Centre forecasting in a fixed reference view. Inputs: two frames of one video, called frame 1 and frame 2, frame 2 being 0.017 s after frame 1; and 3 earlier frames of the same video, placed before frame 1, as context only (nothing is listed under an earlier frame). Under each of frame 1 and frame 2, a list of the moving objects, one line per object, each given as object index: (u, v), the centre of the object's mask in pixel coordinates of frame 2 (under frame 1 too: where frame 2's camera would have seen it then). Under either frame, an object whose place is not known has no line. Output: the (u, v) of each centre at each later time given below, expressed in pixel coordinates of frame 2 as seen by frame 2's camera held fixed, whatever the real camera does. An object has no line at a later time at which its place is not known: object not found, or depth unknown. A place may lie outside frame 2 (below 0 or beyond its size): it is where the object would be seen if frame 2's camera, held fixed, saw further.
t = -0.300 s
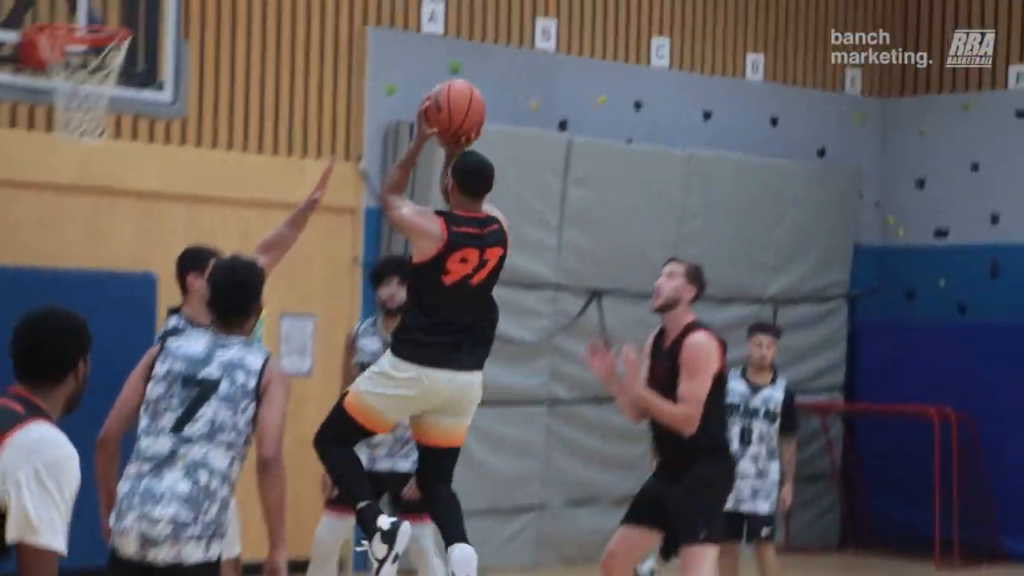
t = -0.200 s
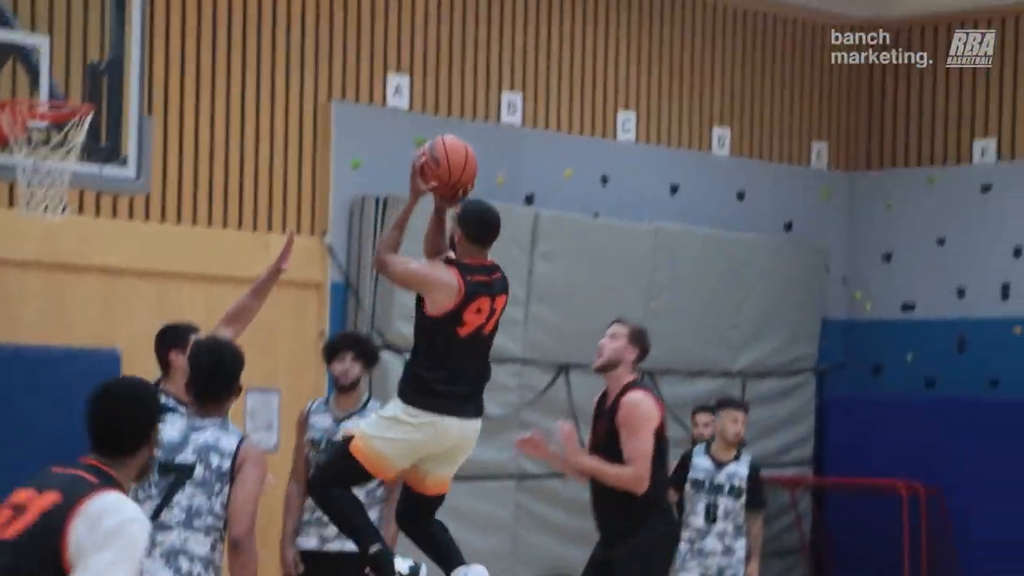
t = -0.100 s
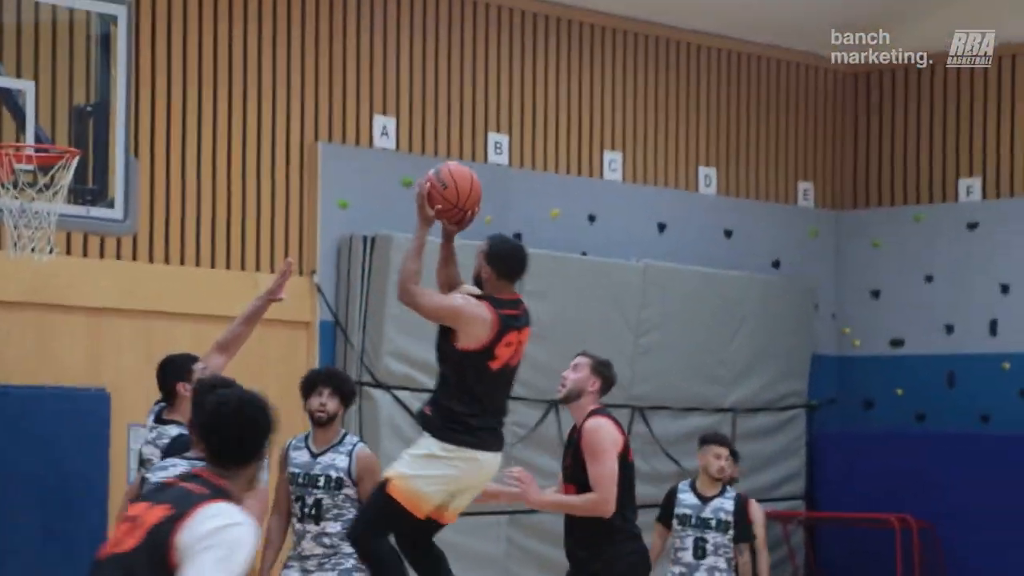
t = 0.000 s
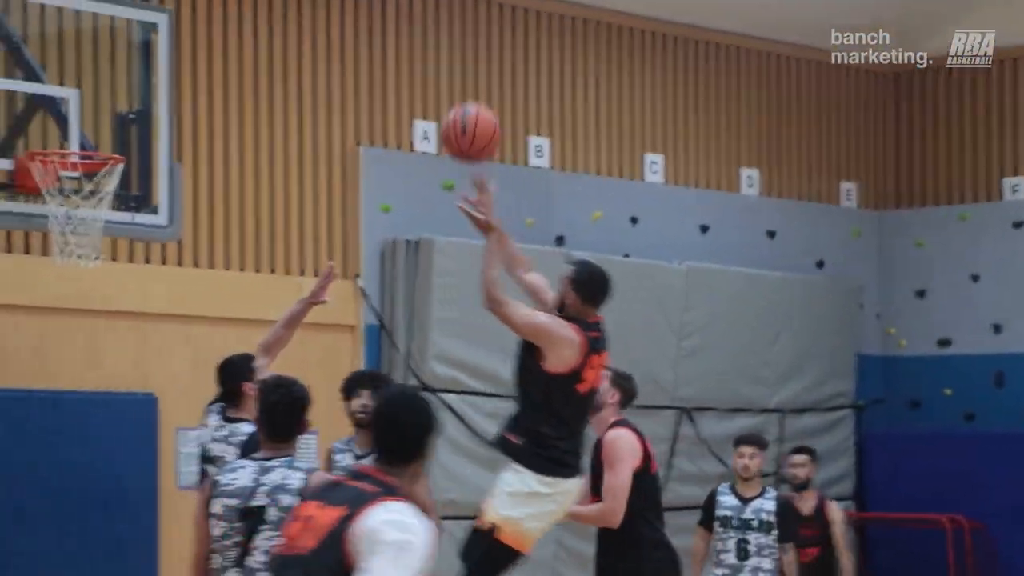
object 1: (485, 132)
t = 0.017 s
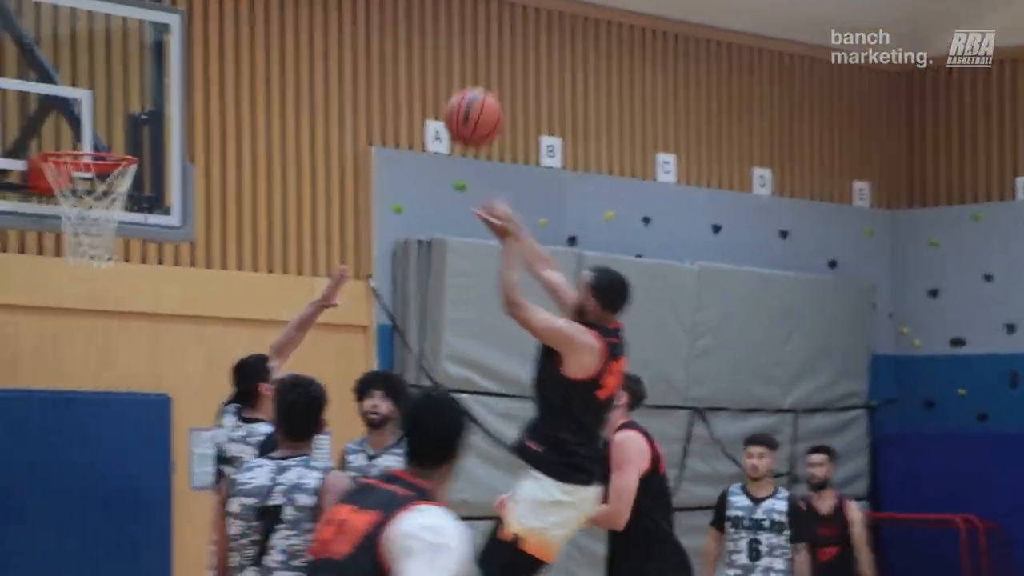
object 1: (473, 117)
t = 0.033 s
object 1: (462, 103)
